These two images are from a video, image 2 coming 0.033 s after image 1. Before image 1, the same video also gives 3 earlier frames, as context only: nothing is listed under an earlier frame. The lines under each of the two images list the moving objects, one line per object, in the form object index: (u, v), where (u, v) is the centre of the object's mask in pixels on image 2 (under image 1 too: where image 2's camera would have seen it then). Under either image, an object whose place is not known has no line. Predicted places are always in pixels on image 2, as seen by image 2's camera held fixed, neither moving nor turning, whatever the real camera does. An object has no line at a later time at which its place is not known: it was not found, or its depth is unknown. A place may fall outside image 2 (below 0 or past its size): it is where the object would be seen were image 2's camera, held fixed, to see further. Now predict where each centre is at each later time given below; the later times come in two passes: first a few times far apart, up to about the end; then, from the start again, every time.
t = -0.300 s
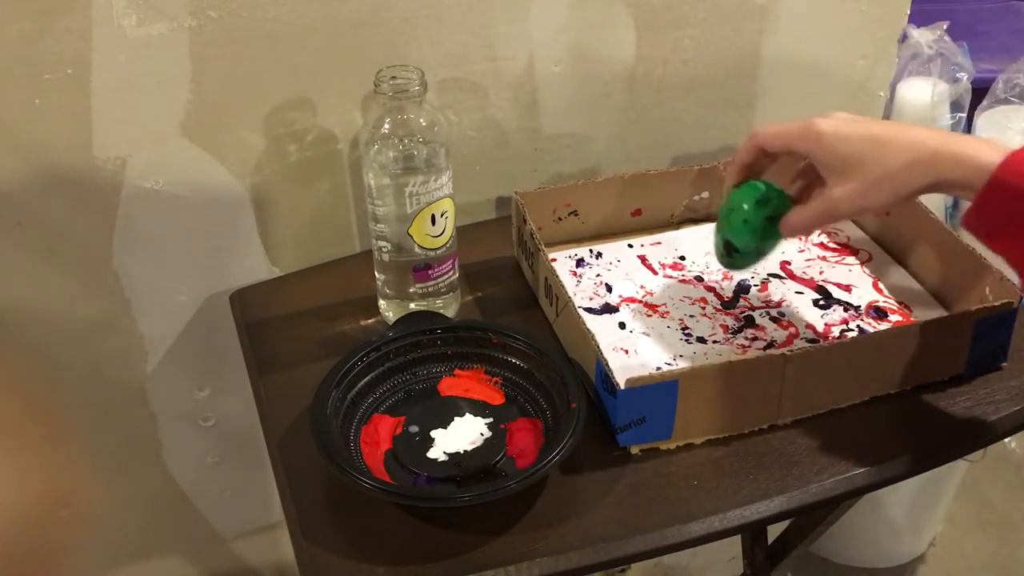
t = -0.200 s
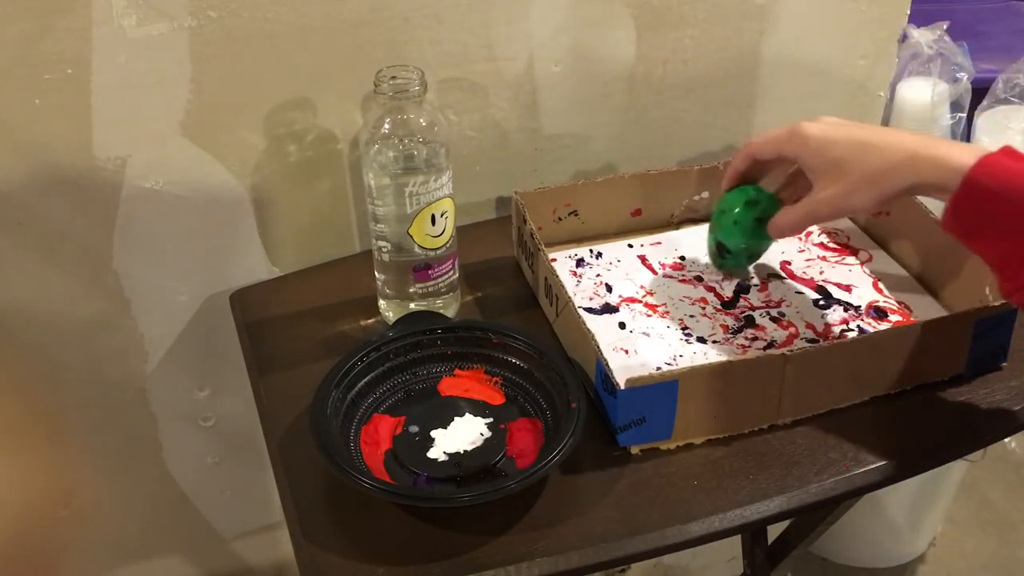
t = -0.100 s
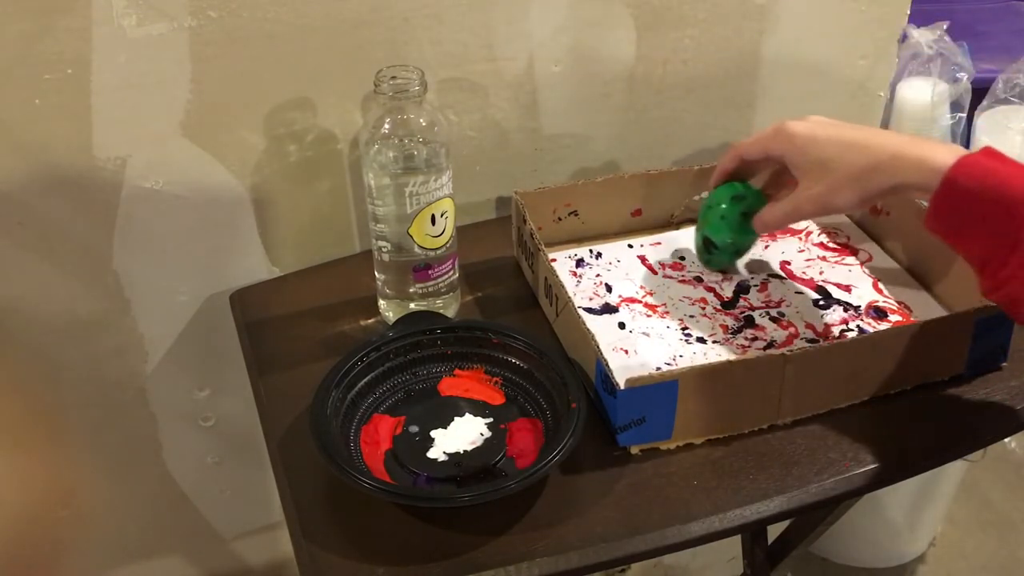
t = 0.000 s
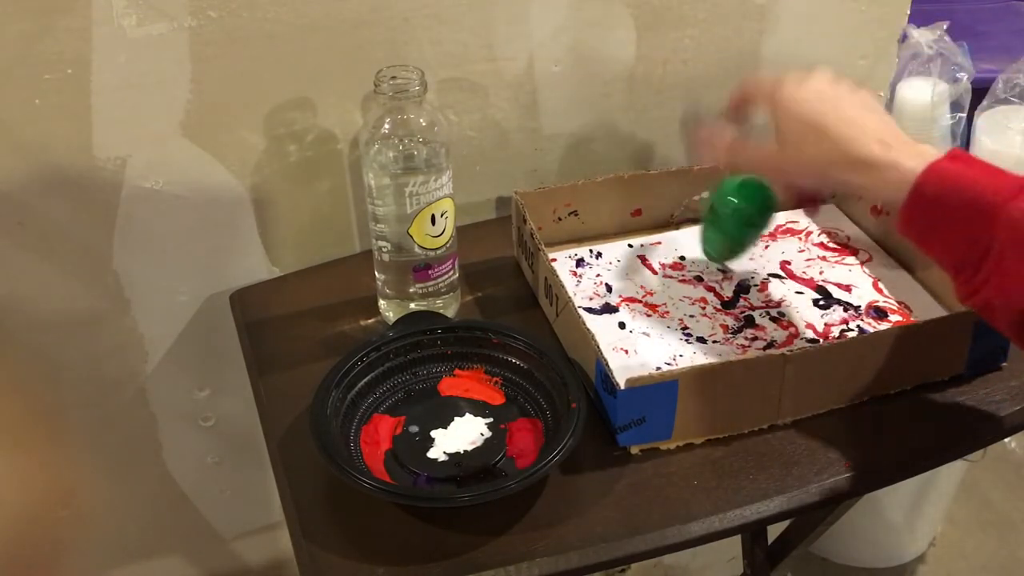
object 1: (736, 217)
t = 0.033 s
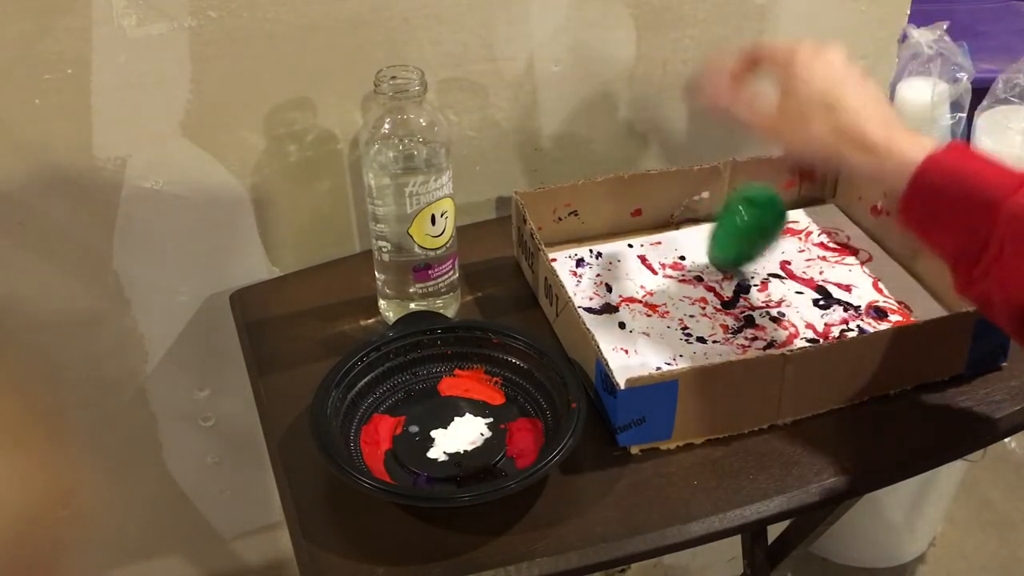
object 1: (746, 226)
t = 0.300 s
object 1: (806, 253)
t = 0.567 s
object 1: (817, 292)
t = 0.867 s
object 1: (786, 325)
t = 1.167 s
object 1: (780, 327)
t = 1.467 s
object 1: (788, 328)
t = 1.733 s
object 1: (795, 324)
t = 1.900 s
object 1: (793, 324)
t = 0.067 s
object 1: (755, 239)
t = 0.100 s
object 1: (766, 242)
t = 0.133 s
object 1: (770, 246)
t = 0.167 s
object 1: (773, 248)
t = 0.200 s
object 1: (783, 251)
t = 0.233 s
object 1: (792, 250)
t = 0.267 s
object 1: (799, 251)
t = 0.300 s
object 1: (806, 253)
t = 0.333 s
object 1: (810, 256)
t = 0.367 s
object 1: (816, 262)
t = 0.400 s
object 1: (815, 271)
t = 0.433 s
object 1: (813, 280)
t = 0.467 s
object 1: (816, 287)
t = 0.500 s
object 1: (817, 291)
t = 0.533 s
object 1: (818, 291)
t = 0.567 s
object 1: (817, 292)
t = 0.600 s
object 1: (815, 293)
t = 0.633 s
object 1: (813, 294)
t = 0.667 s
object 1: (812, 295)
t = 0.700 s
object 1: (811, 297)
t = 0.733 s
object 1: (810, 301)
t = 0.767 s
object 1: (806, 307)
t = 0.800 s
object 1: (801, 314)
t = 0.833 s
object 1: (794, 320)
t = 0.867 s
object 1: (786, 325)
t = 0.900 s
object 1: (779, 327)
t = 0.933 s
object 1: (778, 328)
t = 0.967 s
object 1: (777, 327)
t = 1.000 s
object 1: (774, 328)
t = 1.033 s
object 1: (771, 329)
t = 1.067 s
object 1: (767, 330)
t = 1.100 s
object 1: (766, 330)
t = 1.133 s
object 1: (771, 329)
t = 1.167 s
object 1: (780, 327)
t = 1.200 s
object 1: (789, 327)
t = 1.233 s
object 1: (794, 327)
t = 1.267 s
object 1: (799, 326)
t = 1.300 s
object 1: (802, 326)
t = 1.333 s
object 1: (800, 327)
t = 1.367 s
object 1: (796, 328)
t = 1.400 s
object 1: (791, 330)
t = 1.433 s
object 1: (787, 328)
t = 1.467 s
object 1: (788, 328)
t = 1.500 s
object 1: (790, 327)
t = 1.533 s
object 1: (791, 326)
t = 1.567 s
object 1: (791, 326)
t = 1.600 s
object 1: (791, 325)
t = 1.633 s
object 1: (792, 325)
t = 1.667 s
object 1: (793, 324)
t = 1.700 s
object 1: (794, 324)
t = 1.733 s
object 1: (795, 324)
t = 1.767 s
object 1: (795, 324)
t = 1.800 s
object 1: (794, 324)
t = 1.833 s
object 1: (794, 324)
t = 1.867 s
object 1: (793, 324)
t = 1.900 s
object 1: (793, 324)
